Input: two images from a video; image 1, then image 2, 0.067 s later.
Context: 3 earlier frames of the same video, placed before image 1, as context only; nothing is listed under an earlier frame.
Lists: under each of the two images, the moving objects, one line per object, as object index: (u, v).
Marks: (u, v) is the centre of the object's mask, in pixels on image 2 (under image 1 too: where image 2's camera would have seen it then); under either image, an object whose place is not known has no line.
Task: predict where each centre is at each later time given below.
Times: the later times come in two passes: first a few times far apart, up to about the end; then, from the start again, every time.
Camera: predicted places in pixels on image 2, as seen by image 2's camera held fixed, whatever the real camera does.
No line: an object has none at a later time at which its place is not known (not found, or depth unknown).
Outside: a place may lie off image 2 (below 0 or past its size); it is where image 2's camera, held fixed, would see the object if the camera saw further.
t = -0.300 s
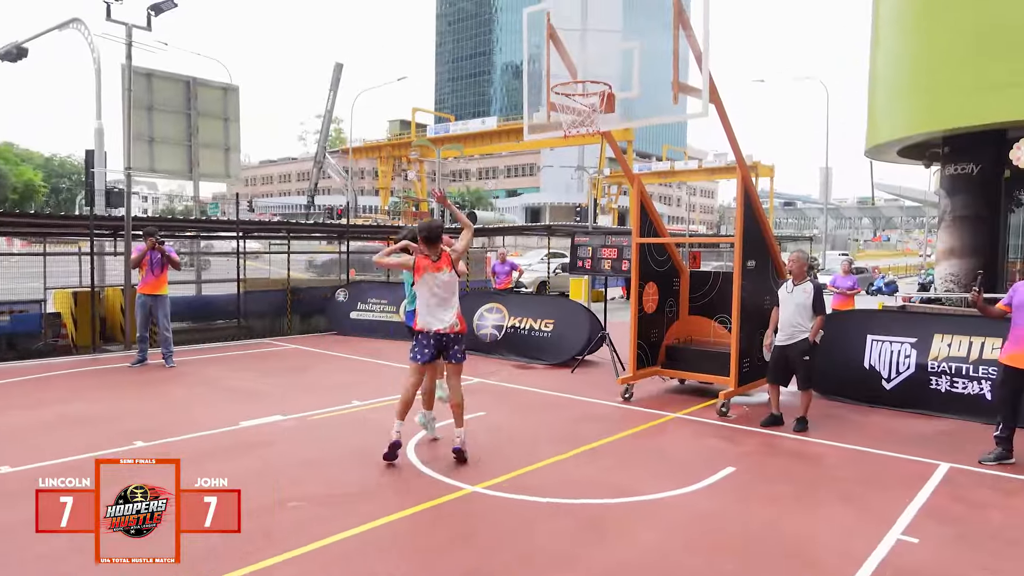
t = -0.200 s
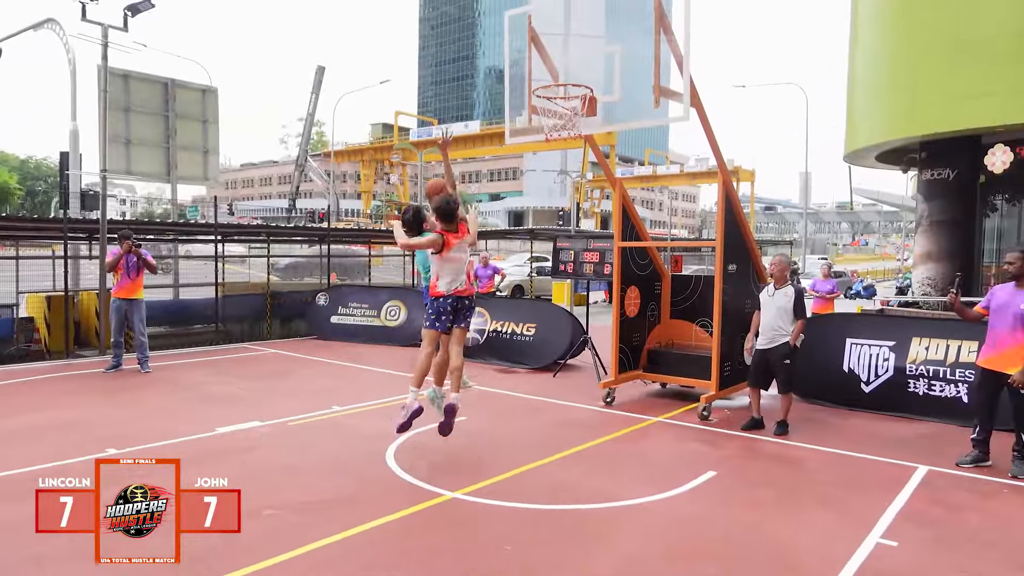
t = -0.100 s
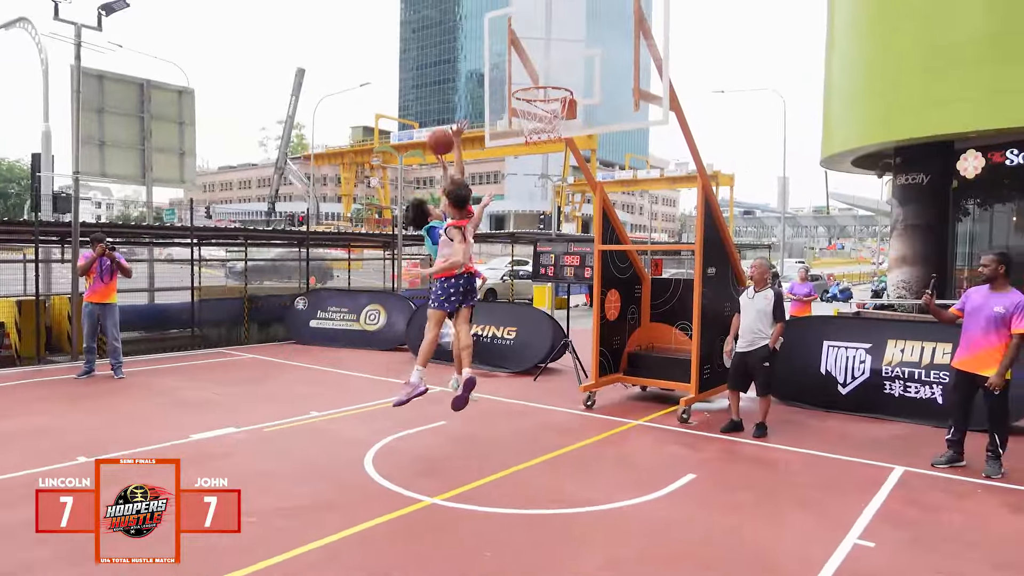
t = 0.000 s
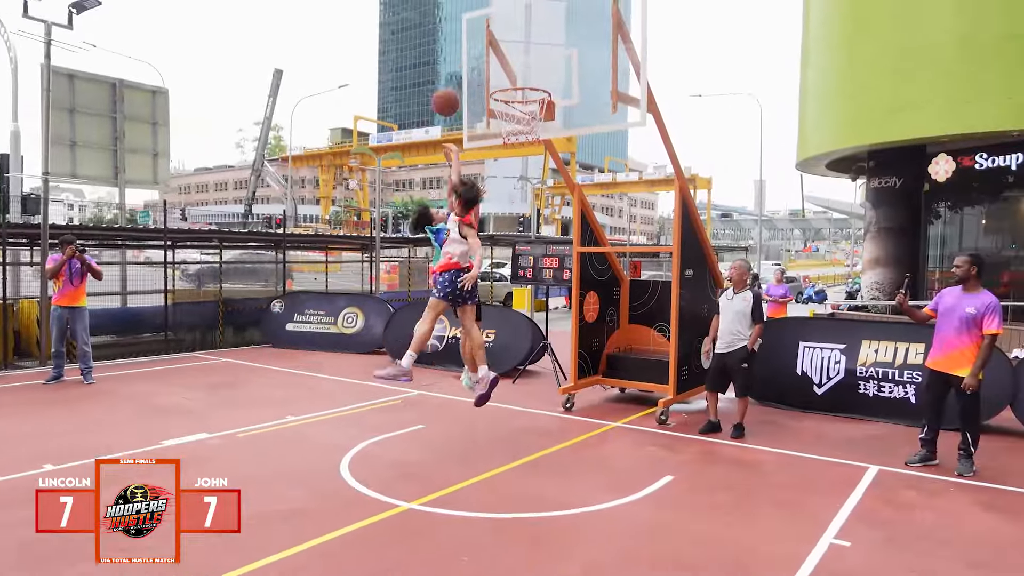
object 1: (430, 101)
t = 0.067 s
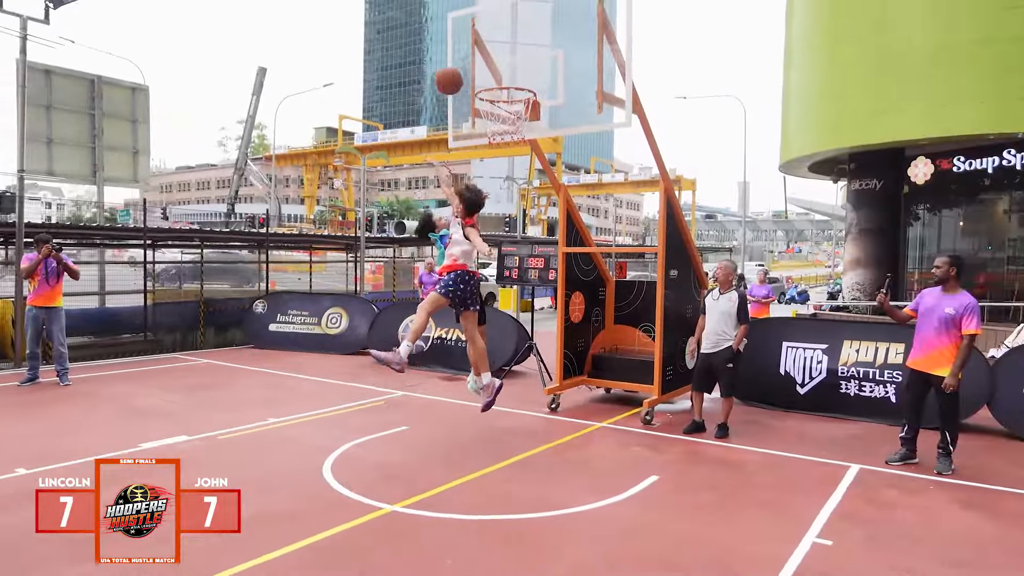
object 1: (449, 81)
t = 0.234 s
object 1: (482, 51)
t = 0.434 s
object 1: (486, 61)
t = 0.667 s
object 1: (513, 96)
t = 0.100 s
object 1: (458, 72)
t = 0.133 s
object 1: (467, 65)
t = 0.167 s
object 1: (476, 59)
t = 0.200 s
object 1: (481, 54)
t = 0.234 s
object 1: (482, 51)
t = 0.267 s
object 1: (482, 49)
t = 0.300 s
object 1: (483, 50)
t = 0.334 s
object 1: (484, 51)
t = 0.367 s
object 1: (484, 53)
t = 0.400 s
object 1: (485, 56)
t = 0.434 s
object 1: (486, 61)
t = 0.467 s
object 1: (486, 68)
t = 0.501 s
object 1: (486, 74)
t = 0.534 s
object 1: (488, 78)
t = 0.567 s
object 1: (495, 84)
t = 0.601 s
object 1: (501, 87)
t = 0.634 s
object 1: (507, 91)
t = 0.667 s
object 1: (513, 96)
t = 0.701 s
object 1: (520, 103)
